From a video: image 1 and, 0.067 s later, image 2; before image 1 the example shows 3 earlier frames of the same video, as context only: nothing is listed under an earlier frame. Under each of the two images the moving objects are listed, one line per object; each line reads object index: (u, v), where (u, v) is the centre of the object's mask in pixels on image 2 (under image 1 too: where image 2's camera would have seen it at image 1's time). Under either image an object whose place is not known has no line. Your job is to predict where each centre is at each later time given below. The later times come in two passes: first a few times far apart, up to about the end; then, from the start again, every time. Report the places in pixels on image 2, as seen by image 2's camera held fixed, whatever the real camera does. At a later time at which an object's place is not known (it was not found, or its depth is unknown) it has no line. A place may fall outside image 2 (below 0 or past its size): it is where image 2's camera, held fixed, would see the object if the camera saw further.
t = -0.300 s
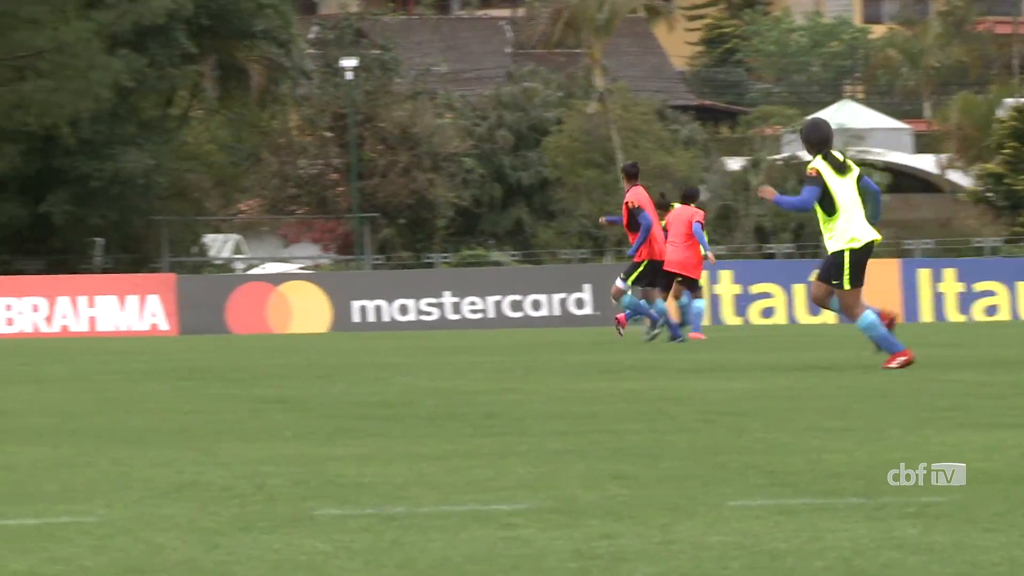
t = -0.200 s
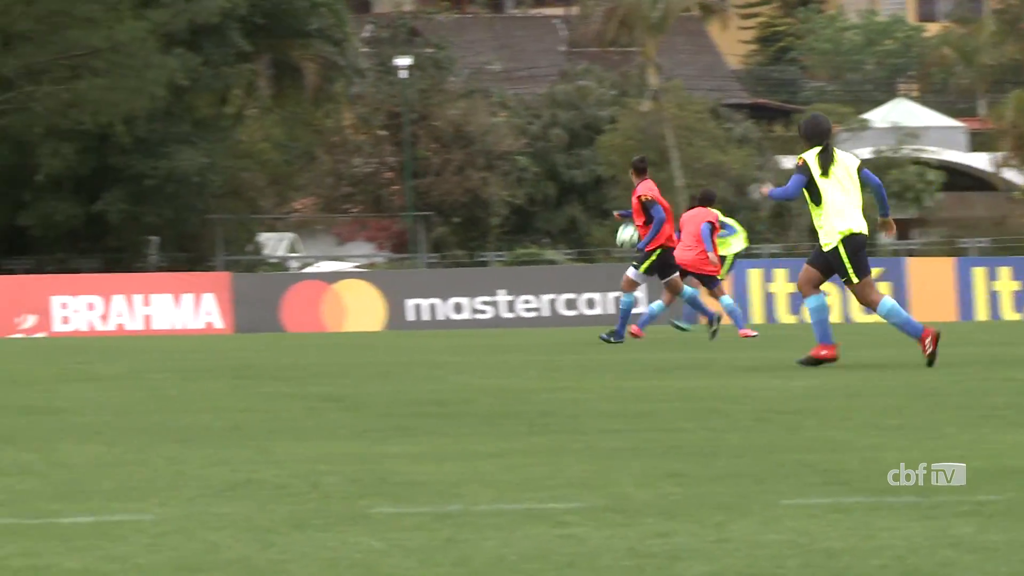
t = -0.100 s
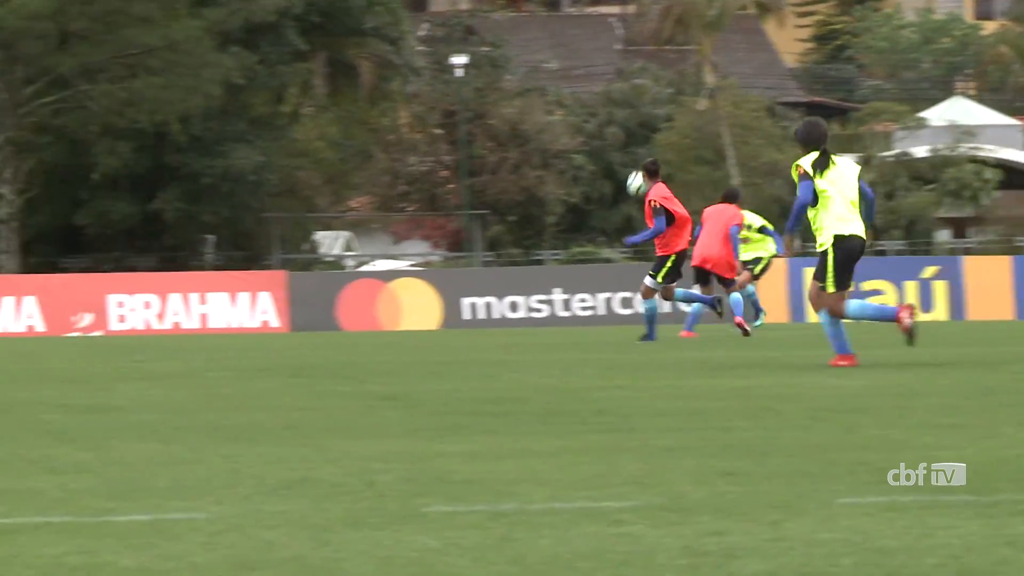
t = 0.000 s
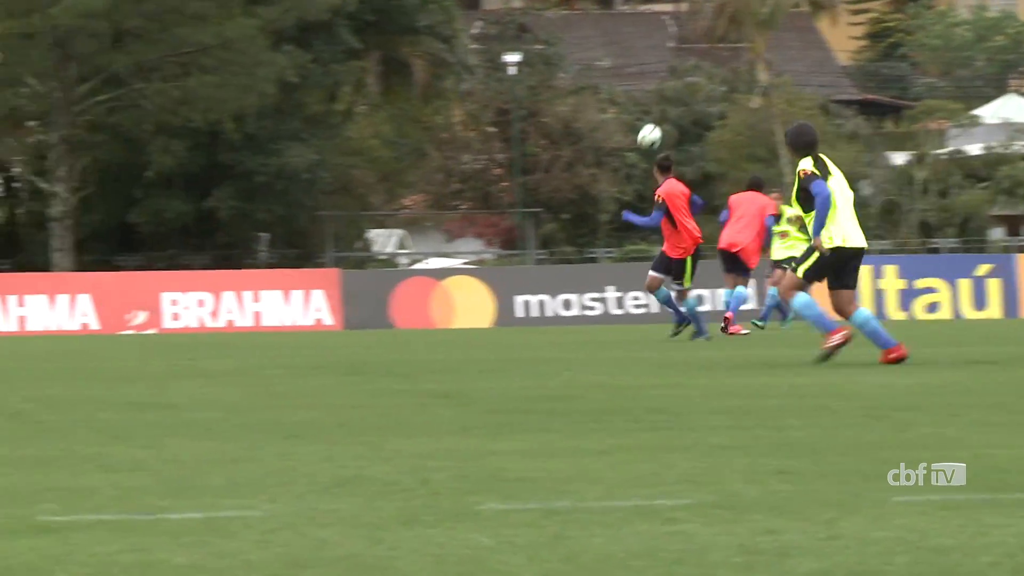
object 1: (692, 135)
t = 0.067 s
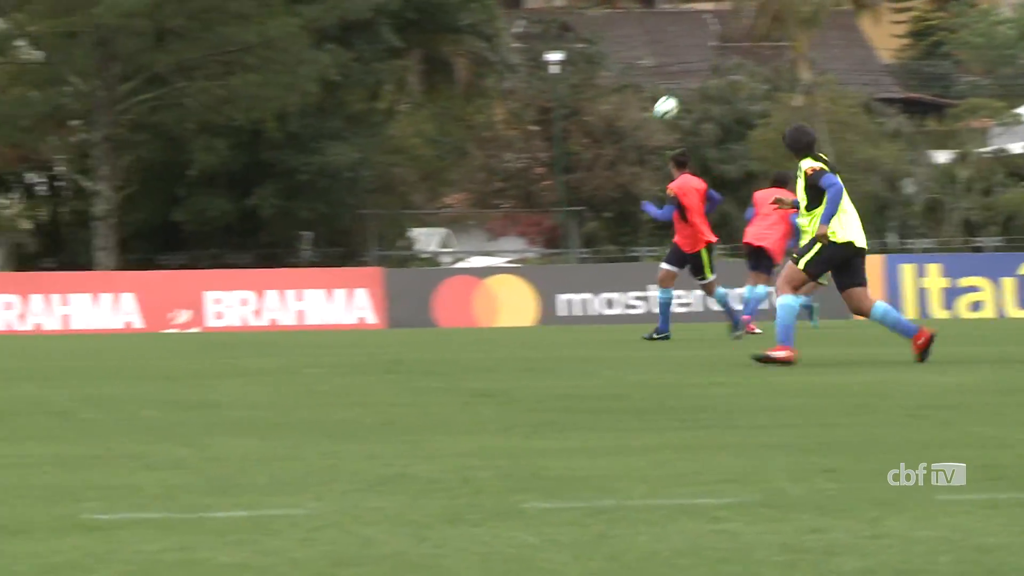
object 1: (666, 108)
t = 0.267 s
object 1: (599, 51)
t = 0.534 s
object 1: (536, 37)
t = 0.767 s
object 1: (507, 97)
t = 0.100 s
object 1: (654, 96)
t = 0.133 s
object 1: (642, 84)
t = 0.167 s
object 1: (630, 75)
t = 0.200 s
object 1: (620, 65)
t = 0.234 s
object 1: (609, 58)
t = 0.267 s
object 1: (599, 51)
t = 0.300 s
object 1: (589, 45)
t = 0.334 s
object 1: (579, 40)
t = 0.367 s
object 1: (571, 38)
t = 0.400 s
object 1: (563, 35)
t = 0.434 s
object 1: (555, 34)
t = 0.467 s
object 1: (549, 34)
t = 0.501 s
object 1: (542, 35)
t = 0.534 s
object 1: (536, 37)
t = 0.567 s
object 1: (530, 41)
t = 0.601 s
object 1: (525, 46)
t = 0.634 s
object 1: (520, 53)
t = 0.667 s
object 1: (516, 62)
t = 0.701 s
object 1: (512, 72)
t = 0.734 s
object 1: (510, 84)
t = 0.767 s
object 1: (507, 97)
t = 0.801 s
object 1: (504, 111)
